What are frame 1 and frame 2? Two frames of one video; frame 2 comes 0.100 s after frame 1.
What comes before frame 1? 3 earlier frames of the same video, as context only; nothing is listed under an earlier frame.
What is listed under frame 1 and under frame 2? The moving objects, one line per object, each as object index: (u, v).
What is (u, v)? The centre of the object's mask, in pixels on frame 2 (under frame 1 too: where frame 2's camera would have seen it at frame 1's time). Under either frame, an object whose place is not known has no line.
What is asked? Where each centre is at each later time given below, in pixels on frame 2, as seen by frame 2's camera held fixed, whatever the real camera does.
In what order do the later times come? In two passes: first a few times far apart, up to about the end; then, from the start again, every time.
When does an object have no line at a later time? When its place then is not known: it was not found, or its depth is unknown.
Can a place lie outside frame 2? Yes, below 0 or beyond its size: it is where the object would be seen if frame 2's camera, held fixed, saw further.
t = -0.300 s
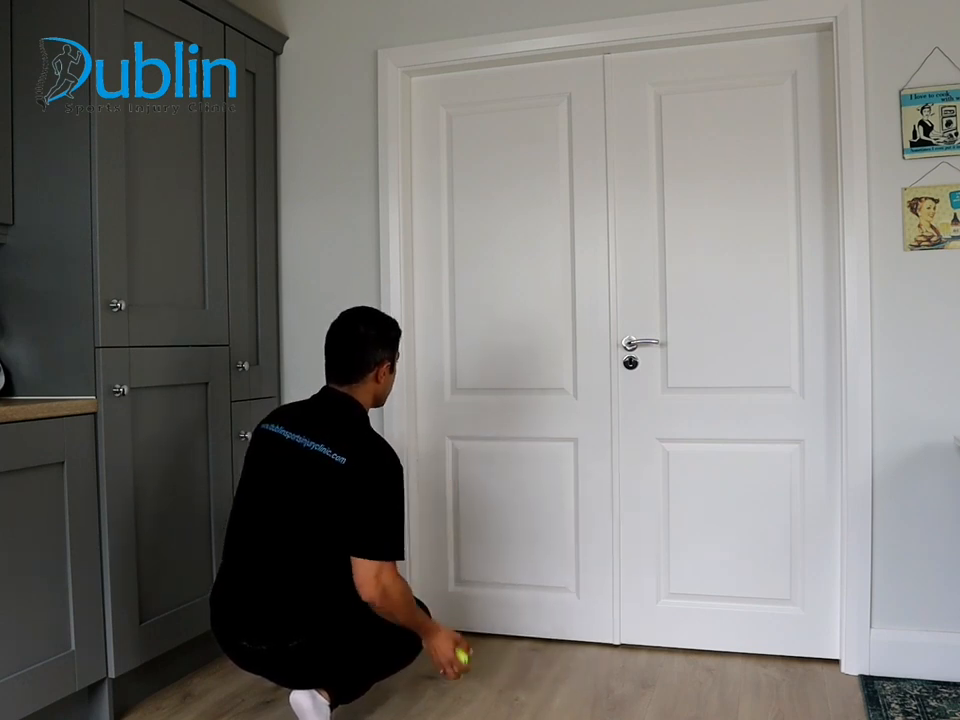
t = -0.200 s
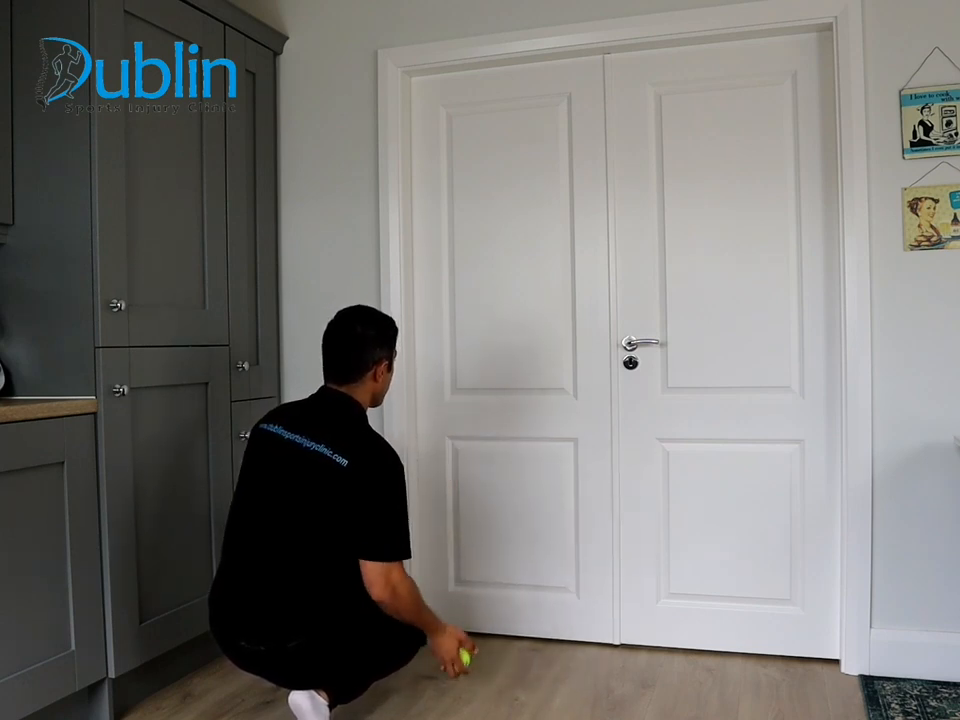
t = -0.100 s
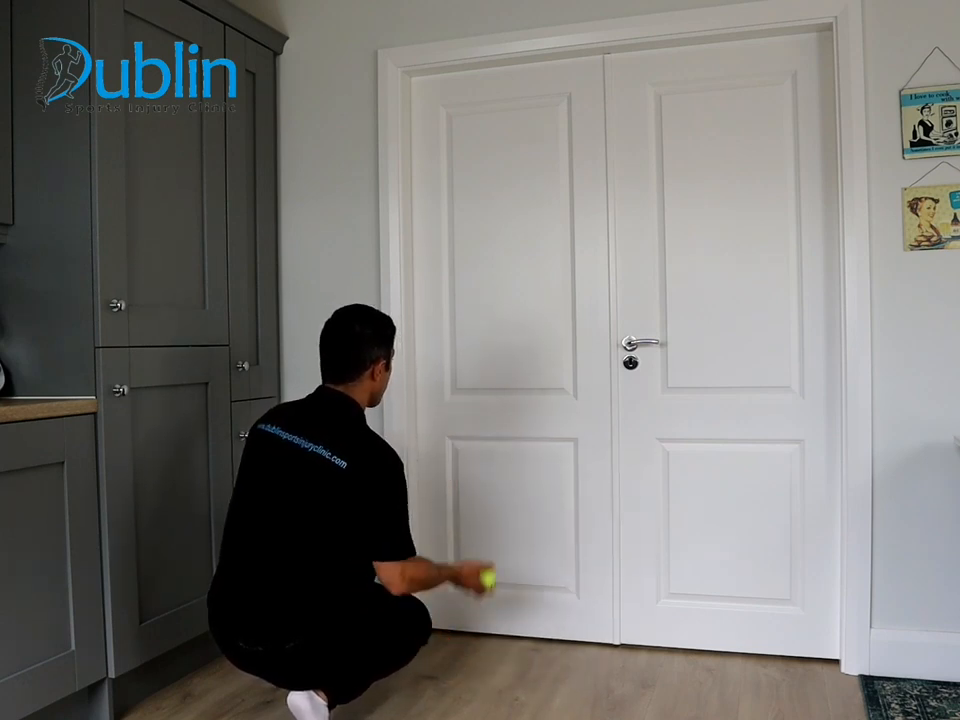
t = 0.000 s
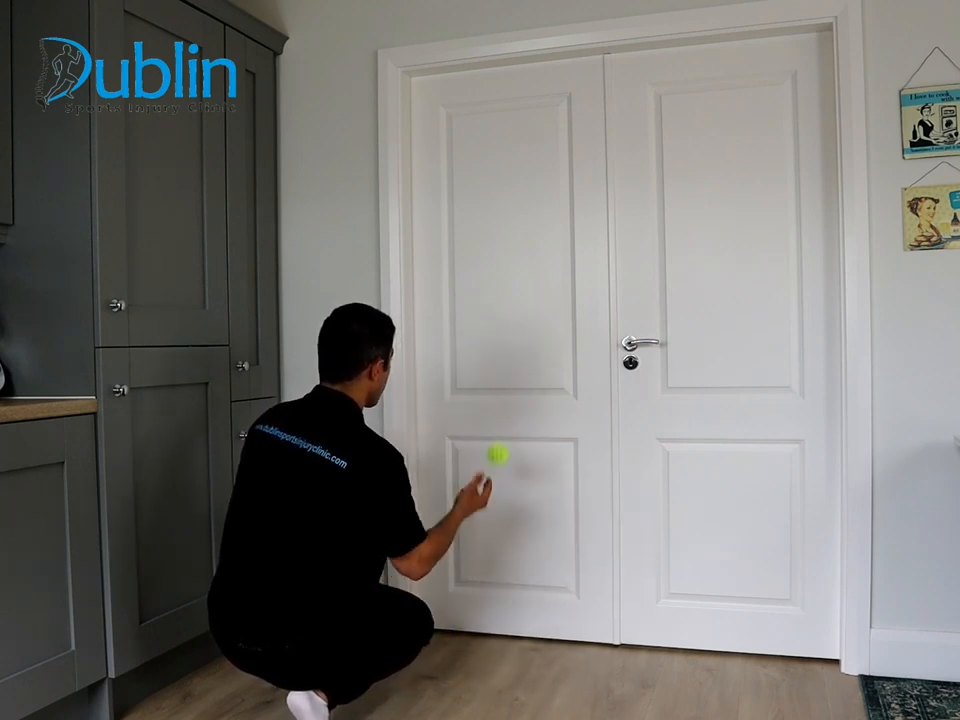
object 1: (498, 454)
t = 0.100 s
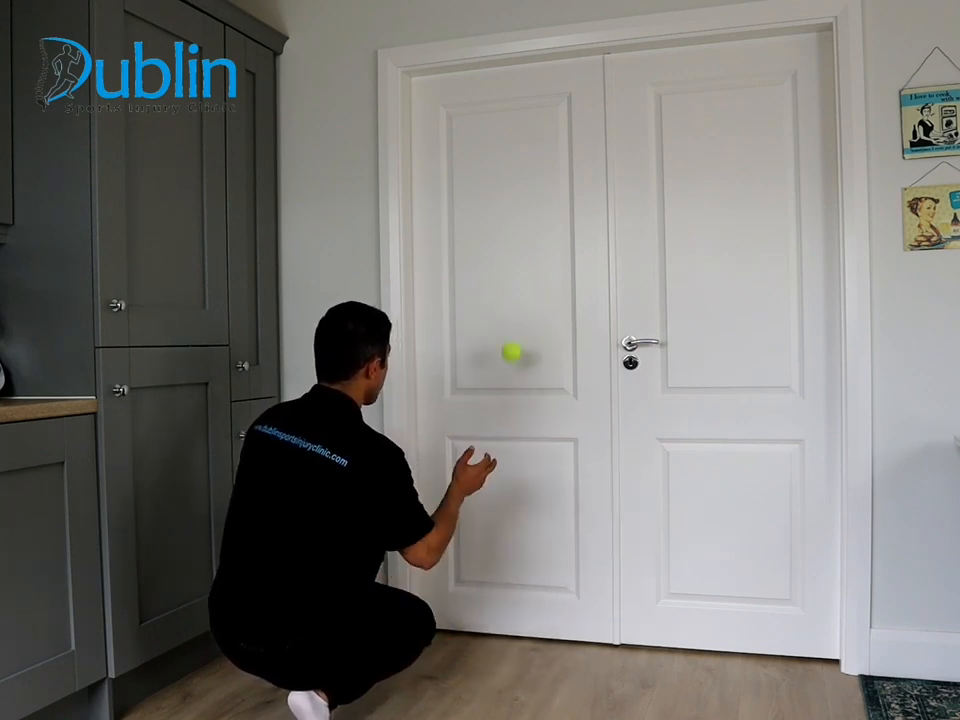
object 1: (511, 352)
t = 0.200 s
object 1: (518, 308)
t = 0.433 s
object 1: (485, 331)
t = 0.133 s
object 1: (516, 330)
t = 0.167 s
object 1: (520, 314)
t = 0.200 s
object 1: (518, 308)
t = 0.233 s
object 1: (514, 303)
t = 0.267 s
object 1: (509, 297)
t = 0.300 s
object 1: (504, 295)
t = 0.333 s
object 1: (501, 296)
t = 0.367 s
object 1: (495, 302)
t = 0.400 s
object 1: (490, 314)
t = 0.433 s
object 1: (485, 331)
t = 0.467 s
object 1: (480, 354)
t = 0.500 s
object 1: (476, 368)
